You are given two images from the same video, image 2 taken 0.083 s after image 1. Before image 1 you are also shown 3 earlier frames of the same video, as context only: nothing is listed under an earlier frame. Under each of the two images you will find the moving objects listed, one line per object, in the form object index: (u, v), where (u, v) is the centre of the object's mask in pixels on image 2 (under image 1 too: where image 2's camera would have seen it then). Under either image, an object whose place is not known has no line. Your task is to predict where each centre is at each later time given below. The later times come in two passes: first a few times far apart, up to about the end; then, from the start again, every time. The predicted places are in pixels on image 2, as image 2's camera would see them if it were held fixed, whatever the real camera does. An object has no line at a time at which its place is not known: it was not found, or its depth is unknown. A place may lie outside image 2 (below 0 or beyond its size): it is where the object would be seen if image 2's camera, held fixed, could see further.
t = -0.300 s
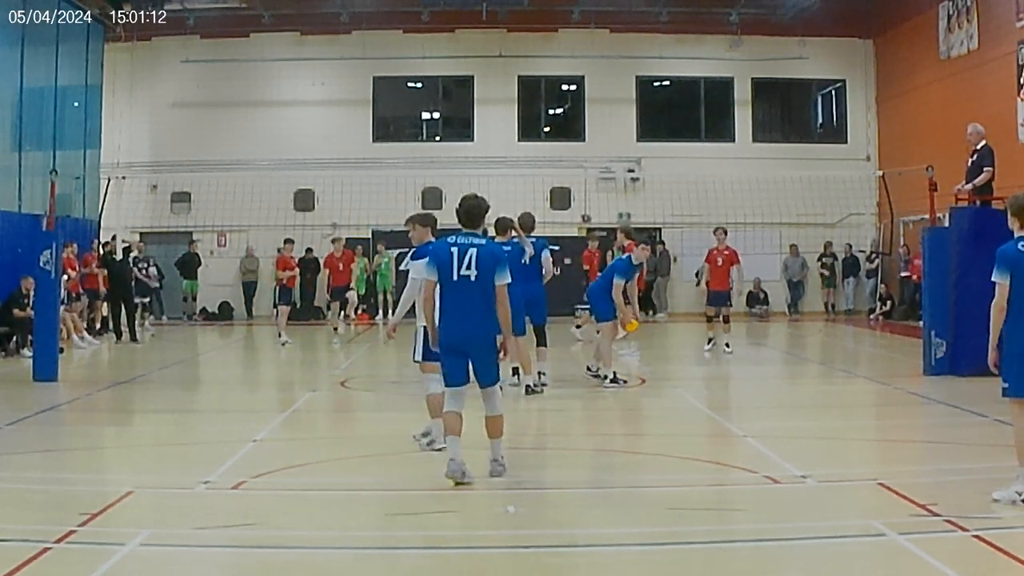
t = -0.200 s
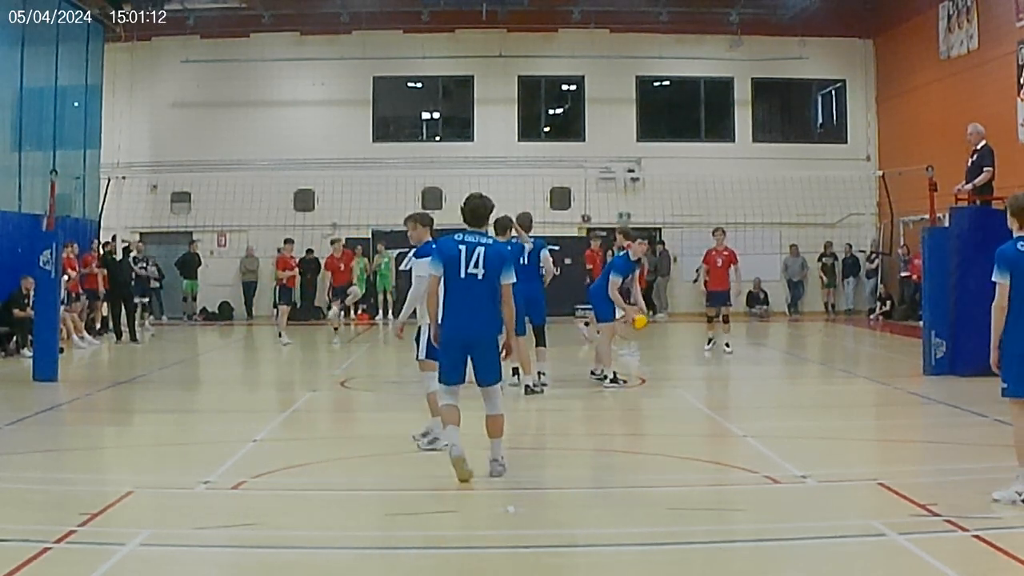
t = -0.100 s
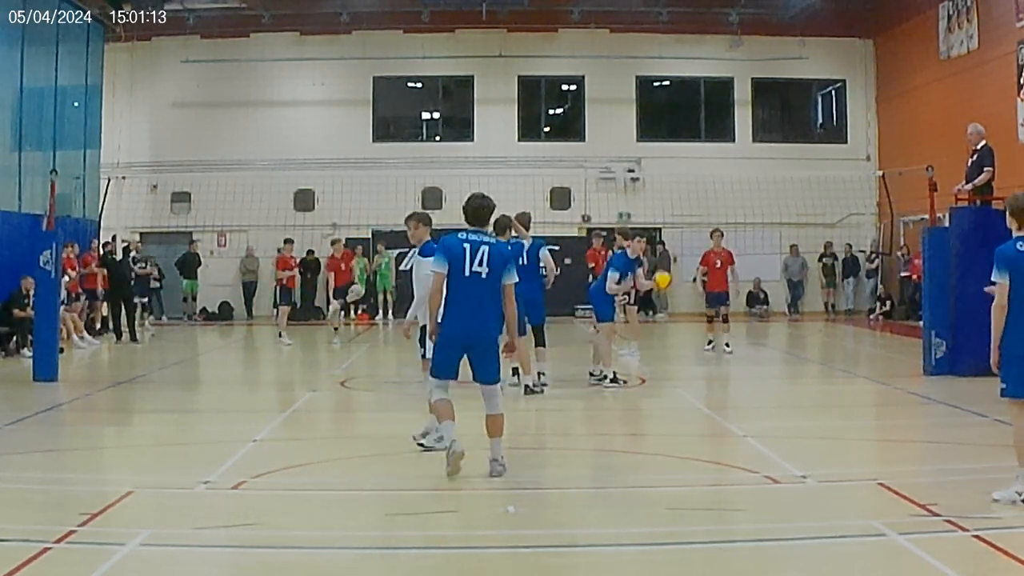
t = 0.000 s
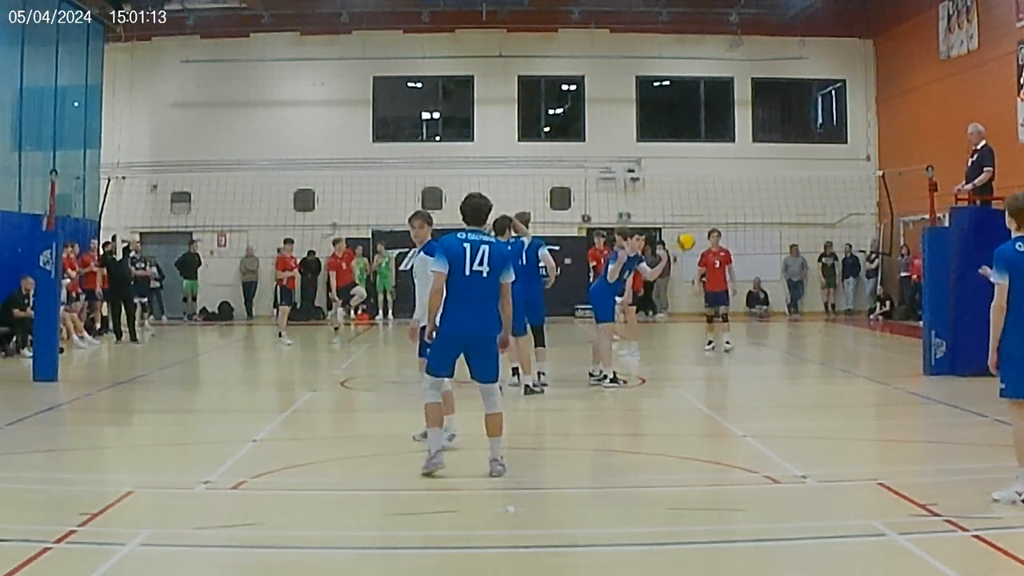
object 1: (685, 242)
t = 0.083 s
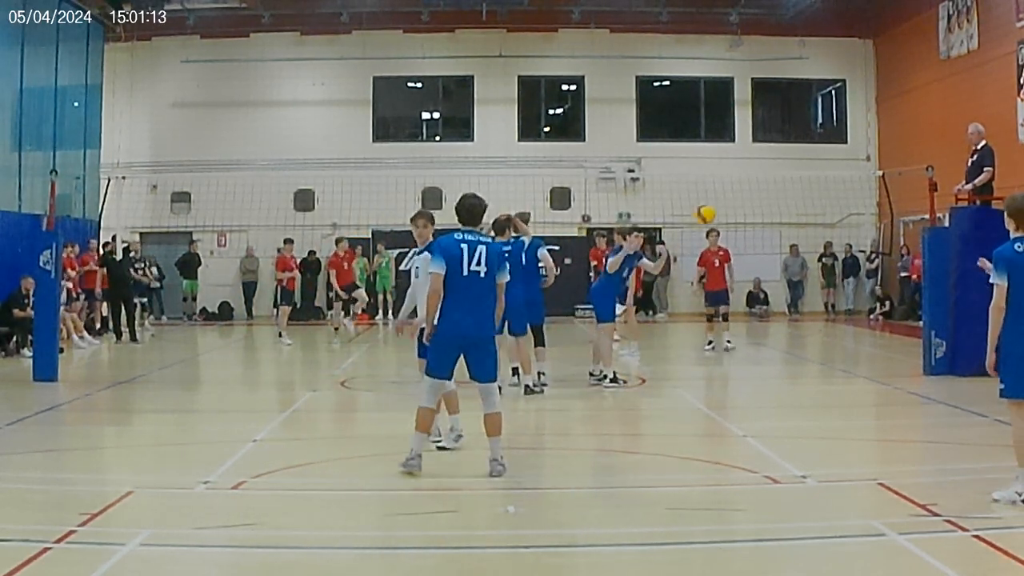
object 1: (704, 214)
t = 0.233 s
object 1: (745, 178)
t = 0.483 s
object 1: (827, 172)
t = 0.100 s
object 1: (709, 209)
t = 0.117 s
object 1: (714, 205)
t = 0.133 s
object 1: (717, 200)
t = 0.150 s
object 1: (722, 196)
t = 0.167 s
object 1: (727, 192)
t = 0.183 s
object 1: (731, 188)
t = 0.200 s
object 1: (735, 184)
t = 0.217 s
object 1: (740, 181)
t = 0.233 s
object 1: (745, 178)
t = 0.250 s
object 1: (750, 176)
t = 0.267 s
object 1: (755, 174)
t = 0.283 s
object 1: (760, 172)
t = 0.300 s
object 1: (765, 170)
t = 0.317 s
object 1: (770, 168)
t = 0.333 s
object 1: (775, 167)
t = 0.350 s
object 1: (781, 166)
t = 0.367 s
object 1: (787, 166)
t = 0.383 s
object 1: (792, 166)
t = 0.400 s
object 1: (798, 166)
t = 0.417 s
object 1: (804, 166)
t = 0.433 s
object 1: (809, 167)
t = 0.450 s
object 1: (814, 169)
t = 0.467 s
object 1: (821, 170)
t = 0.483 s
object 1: (827, 172)
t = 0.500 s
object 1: (833, 175)
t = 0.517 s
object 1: (839, 177)
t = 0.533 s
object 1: (845, 180)
